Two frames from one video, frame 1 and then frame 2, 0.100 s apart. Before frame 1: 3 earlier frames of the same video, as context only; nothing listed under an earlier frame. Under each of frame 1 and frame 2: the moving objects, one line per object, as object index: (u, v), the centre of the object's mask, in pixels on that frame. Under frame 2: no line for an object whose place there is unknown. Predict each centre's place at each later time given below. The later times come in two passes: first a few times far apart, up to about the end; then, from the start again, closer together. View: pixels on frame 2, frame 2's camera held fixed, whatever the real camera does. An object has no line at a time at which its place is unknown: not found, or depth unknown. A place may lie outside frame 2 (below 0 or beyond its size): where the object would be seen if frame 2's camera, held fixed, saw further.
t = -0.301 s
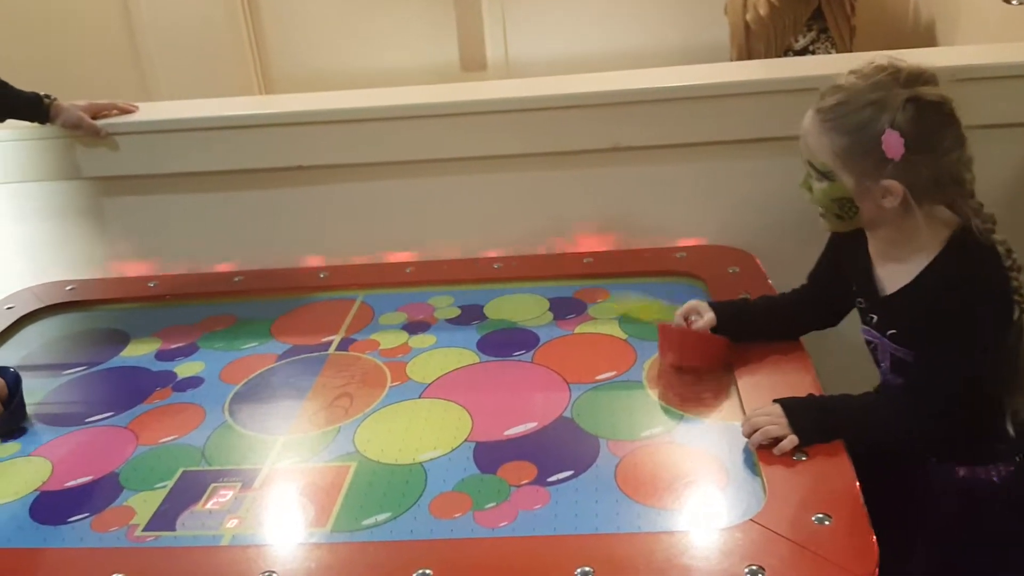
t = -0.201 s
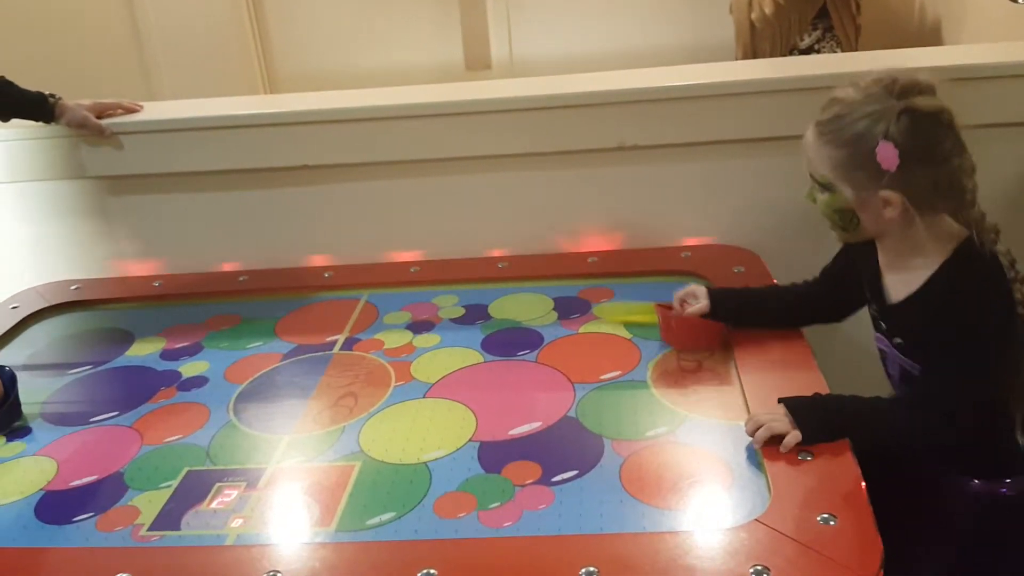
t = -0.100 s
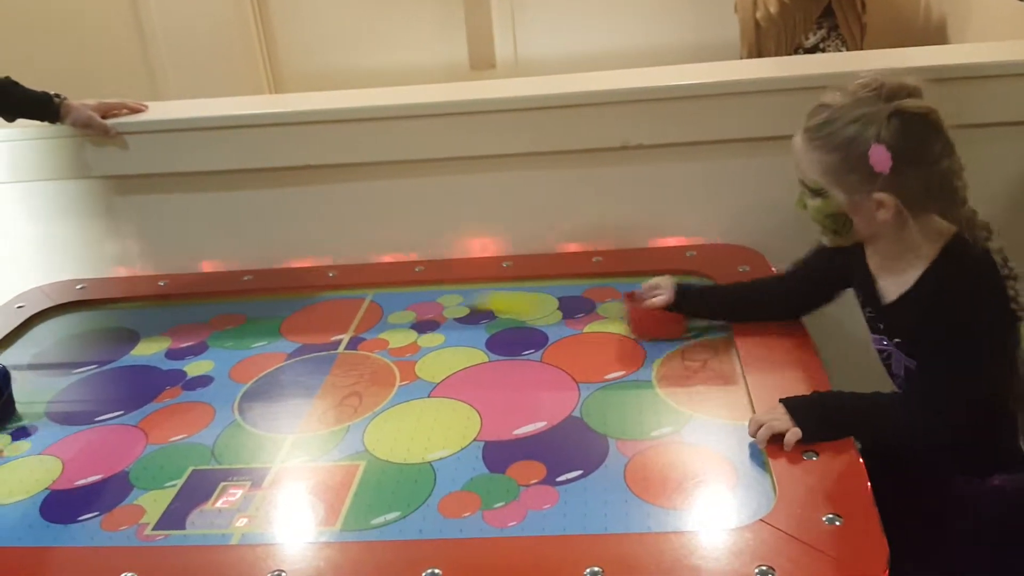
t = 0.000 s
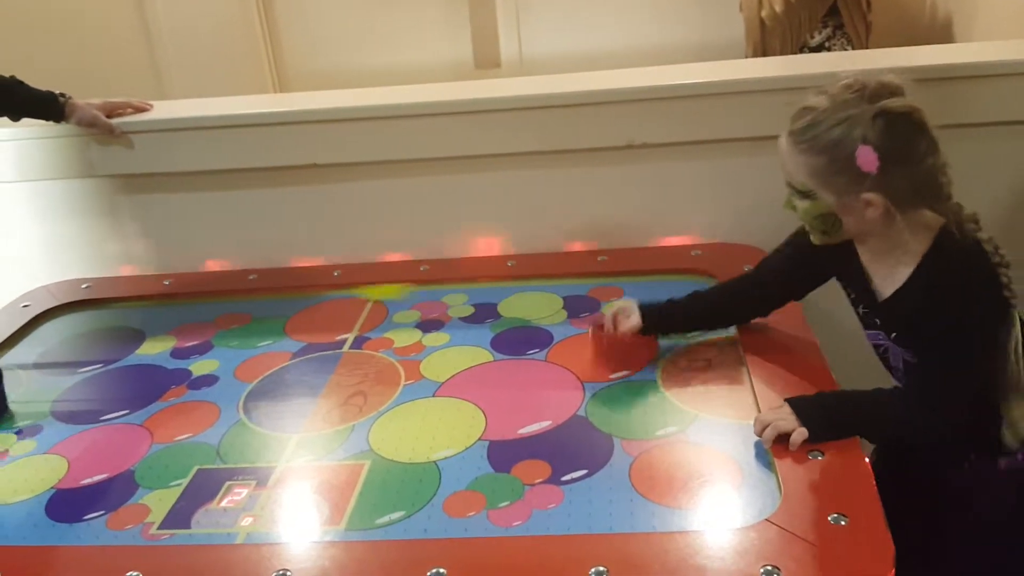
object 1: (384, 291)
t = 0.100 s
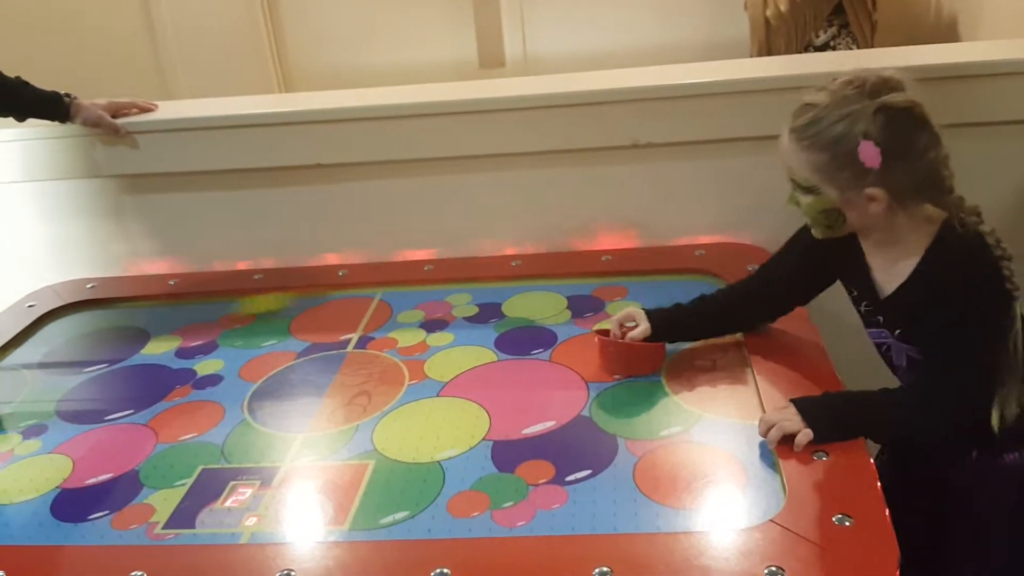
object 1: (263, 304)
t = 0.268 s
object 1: (40, 341)
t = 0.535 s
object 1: (209, 411)
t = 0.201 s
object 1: (128, 325)
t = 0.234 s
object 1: (93, 329)
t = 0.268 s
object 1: (40, 341)
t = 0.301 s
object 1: (28, 348)
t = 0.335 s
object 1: (46, 355)
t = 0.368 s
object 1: (73, 362)
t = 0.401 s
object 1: (98, 371)
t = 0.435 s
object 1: (126, 382)
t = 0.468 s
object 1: (151, 389)
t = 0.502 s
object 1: (179, 398)
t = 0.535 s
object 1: (209, 411)
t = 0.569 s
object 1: (248, 422)
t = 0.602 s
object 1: (278, 434)
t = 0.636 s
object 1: (314, 446)
